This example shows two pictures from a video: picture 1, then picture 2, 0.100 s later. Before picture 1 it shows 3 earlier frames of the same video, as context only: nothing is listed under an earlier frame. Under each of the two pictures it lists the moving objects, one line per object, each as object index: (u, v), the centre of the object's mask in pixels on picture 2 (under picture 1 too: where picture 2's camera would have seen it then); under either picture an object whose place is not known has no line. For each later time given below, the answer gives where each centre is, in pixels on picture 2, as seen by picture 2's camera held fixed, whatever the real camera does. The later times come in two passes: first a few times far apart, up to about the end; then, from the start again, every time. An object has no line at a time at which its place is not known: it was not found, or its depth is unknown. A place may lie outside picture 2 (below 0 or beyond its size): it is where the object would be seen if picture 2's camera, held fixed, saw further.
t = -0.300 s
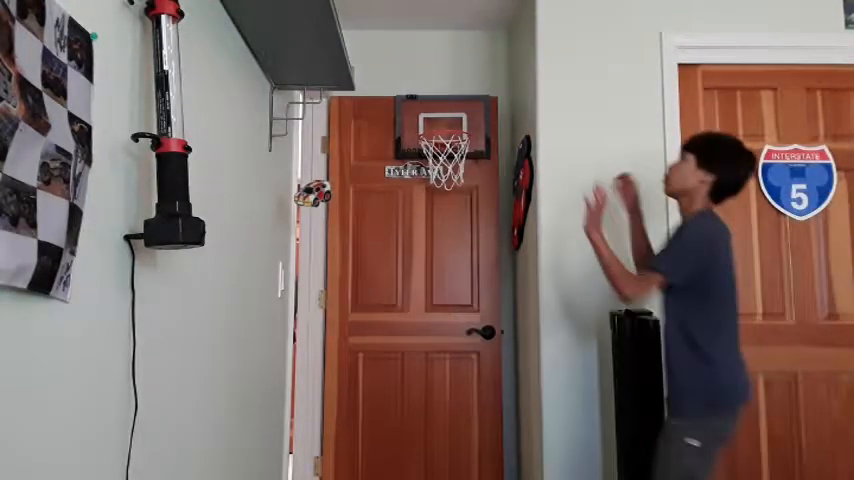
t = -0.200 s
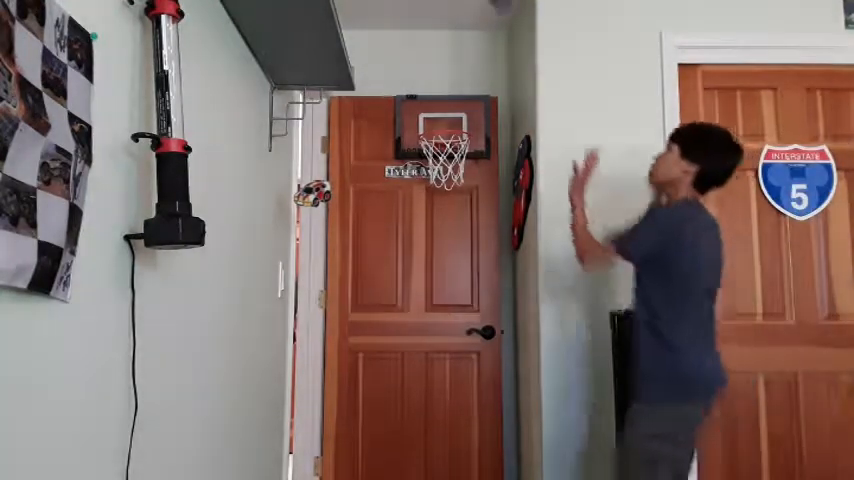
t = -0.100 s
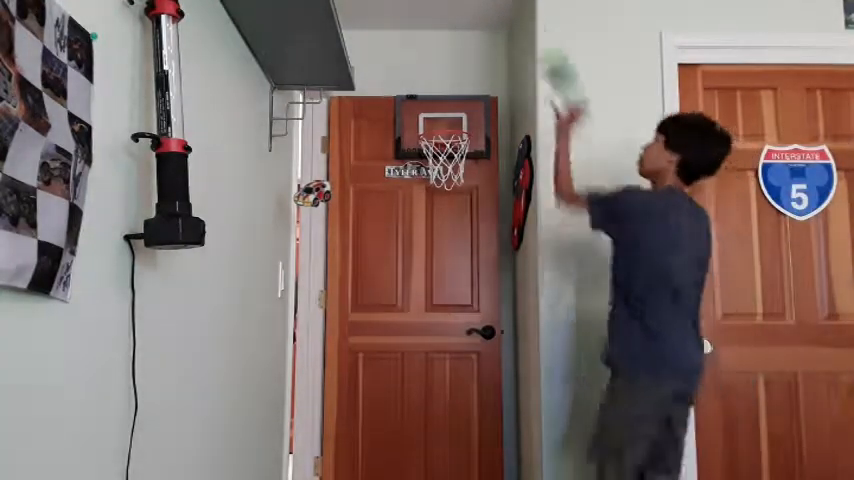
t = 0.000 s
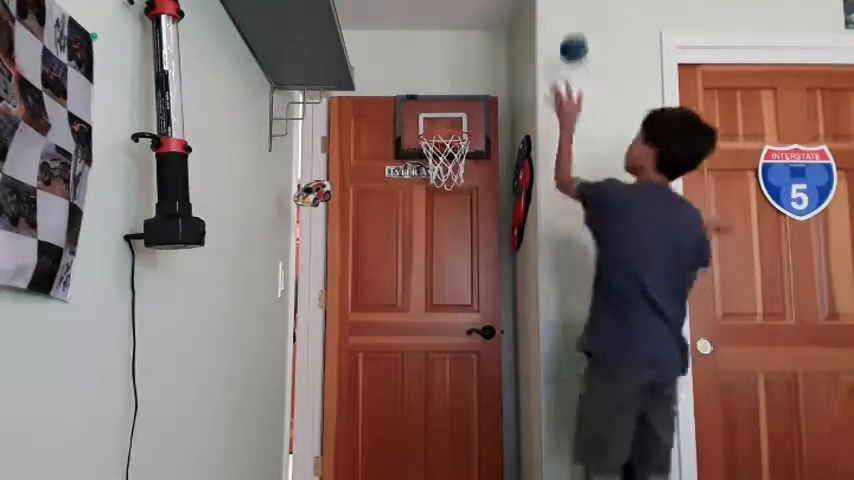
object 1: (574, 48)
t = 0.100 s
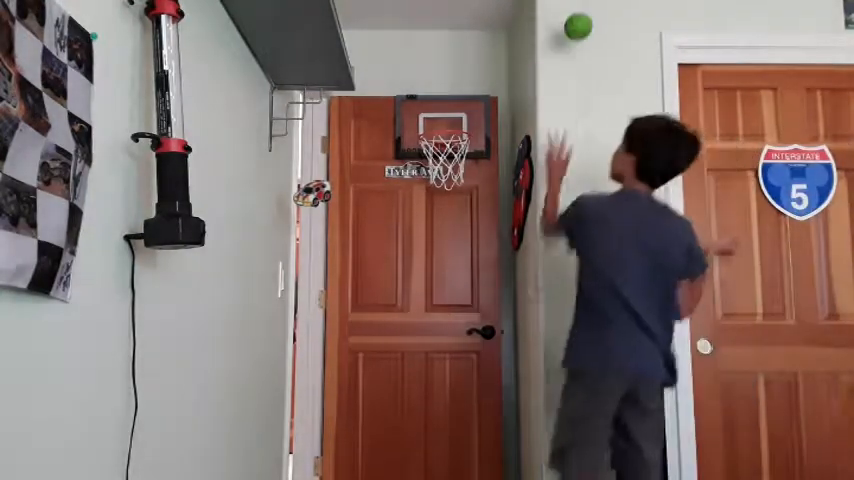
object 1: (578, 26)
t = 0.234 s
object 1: (584, 19)
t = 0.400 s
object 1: (599, 32)
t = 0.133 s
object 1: (578, 25)
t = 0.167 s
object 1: (580, 27)
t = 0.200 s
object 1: (581, 25)
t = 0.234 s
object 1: (584, 19)
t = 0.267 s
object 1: (587, 15)
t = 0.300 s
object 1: (590, 15)
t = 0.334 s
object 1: (593, 18)
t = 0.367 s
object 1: (596, 23)
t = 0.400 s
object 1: (599, 32)
